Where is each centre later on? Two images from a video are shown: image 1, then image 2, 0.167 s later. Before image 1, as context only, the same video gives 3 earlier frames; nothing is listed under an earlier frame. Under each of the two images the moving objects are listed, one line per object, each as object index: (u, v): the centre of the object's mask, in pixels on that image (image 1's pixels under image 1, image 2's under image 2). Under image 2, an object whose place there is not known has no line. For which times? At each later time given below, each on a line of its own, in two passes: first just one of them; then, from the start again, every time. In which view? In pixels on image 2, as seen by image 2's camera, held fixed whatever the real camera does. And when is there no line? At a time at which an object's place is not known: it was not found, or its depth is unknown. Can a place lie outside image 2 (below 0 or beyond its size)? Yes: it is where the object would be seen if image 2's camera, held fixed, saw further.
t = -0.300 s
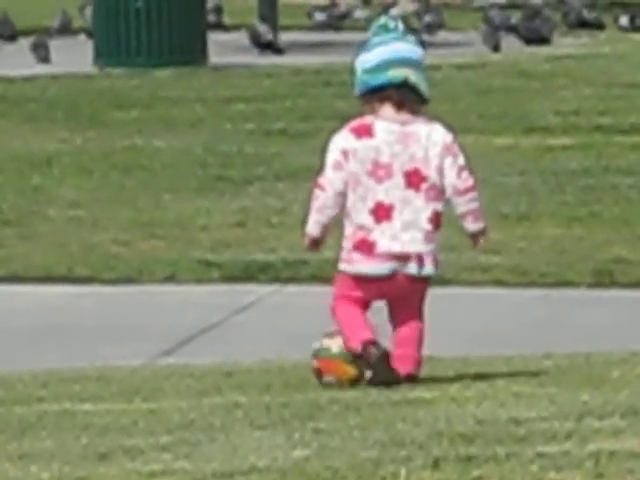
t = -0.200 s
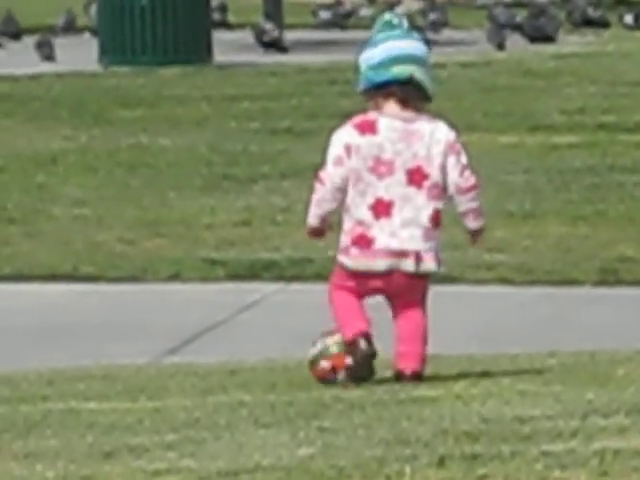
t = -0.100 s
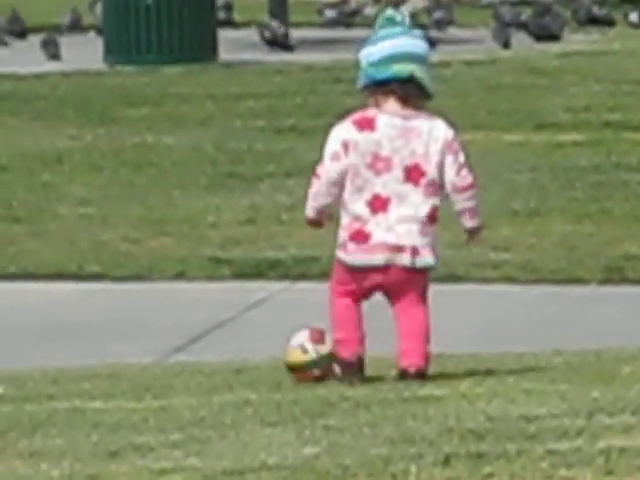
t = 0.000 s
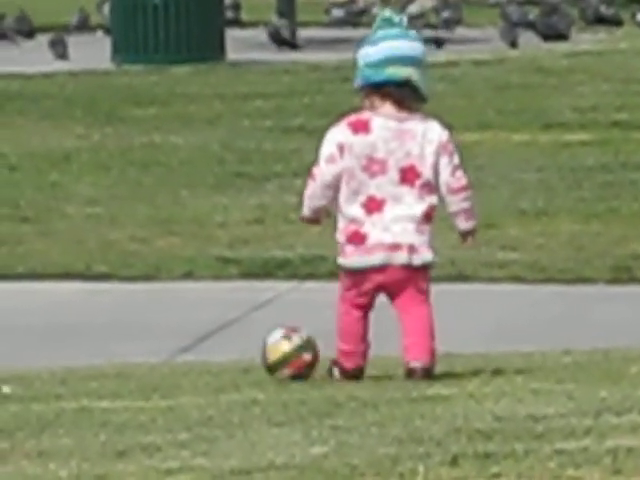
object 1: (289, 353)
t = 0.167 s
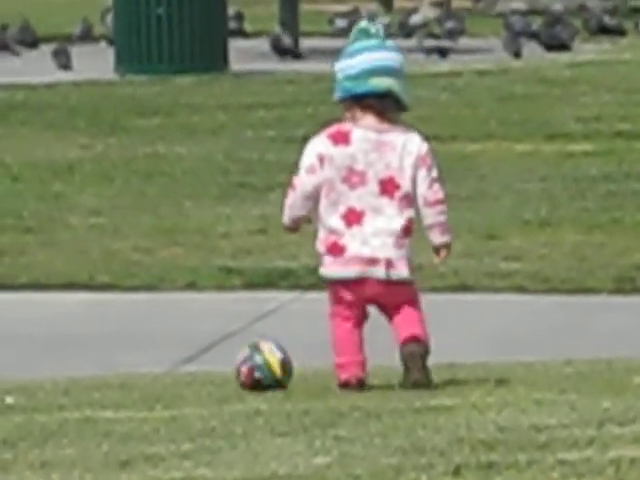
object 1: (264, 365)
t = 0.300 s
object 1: (248, 366)
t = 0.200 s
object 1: (260, 366)
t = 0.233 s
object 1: (257, 364)
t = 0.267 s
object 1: (253, 365)
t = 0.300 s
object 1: (248, 366)
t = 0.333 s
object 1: (246, 365)
